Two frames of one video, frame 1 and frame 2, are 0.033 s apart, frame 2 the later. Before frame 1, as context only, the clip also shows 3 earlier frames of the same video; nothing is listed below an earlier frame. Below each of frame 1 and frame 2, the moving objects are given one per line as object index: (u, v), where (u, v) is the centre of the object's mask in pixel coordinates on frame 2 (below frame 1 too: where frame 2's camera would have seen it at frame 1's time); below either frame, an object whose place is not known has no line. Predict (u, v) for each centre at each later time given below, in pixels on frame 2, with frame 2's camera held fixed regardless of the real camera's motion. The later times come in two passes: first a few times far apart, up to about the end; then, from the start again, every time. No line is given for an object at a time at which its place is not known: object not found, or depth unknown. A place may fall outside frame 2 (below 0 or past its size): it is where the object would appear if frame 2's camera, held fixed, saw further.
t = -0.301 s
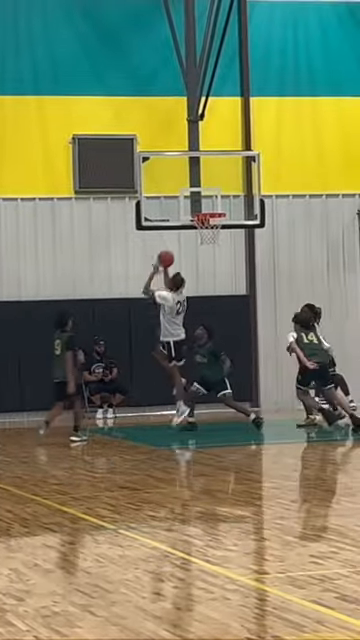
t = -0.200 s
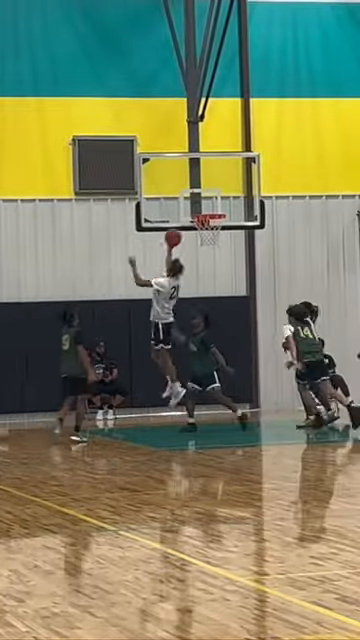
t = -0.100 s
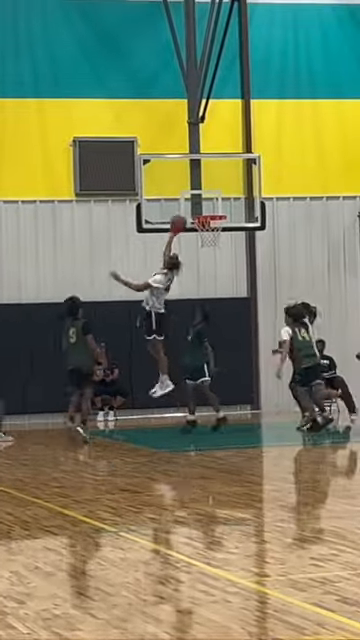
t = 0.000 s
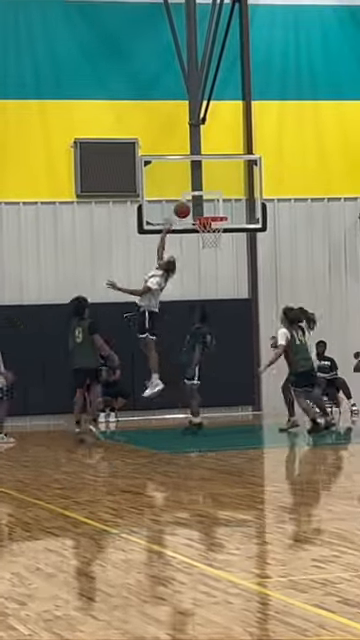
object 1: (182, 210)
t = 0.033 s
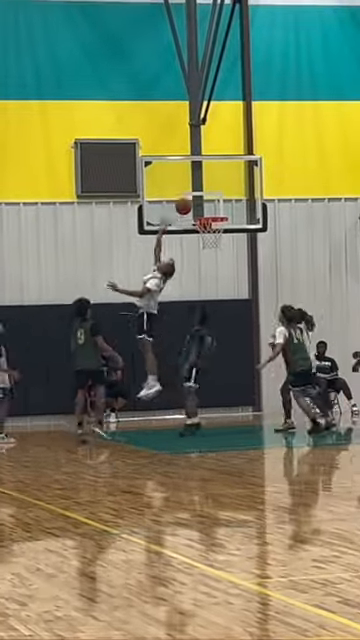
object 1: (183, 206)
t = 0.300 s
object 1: (195, 196)
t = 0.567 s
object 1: (211, 212)
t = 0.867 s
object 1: (208, 248)
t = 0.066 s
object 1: (183, 203)
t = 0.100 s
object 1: (185, 200)
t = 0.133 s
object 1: (185, 198)
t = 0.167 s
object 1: (187, 197)
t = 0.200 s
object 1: (187, 197)
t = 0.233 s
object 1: (189, 196)
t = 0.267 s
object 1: (192, 196)
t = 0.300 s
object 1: (195, 196)
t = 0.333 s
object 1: (198, 196)
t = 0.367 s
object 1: (202, 198)
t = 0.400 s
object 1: (204, 200)
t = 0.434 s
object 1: (207, 204)
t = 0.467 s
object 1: (210, 209)
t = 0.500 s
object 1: (213, 210)
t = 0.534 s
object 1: (213, 212)
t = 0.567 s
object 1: (211, 212)
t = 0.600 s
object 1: (210, 214)
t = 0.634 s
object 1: (212, 227)
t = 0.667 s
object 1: (211, 229)
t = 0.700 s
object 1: (210, 226)
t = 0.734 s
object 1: (210, 234)
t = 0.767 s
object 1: (208, 235)
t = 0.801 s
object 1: (208, 237)
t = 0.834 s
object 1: (208, 243)
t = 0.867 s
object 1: (208, 248)
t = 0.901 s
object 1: (208, 254)
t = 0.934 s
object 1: (208, 260)
